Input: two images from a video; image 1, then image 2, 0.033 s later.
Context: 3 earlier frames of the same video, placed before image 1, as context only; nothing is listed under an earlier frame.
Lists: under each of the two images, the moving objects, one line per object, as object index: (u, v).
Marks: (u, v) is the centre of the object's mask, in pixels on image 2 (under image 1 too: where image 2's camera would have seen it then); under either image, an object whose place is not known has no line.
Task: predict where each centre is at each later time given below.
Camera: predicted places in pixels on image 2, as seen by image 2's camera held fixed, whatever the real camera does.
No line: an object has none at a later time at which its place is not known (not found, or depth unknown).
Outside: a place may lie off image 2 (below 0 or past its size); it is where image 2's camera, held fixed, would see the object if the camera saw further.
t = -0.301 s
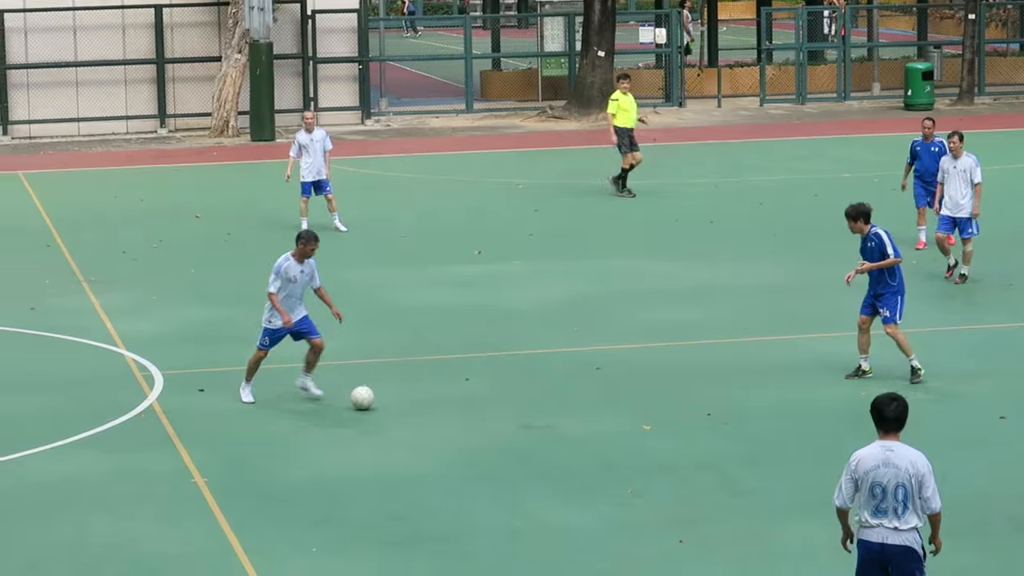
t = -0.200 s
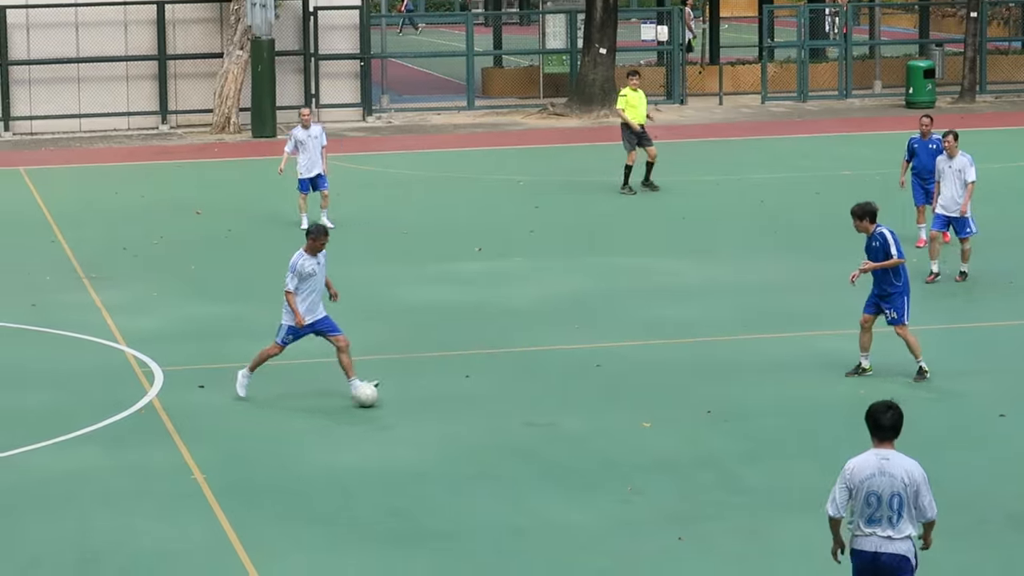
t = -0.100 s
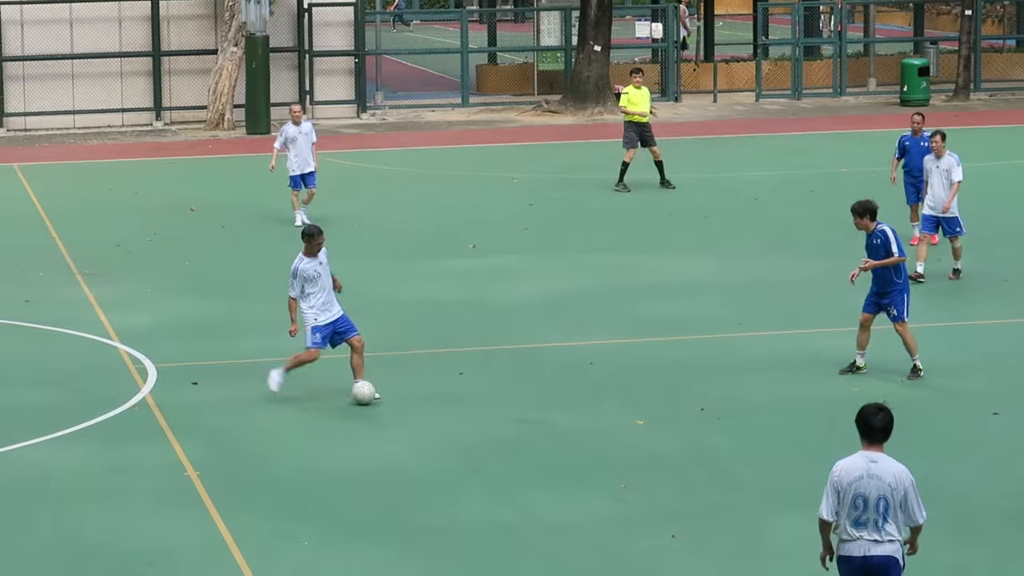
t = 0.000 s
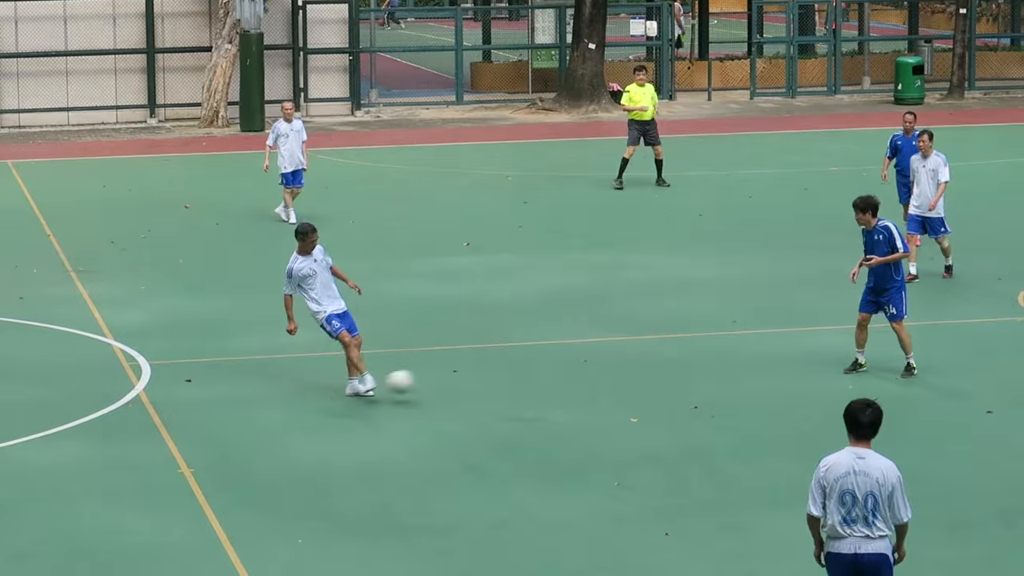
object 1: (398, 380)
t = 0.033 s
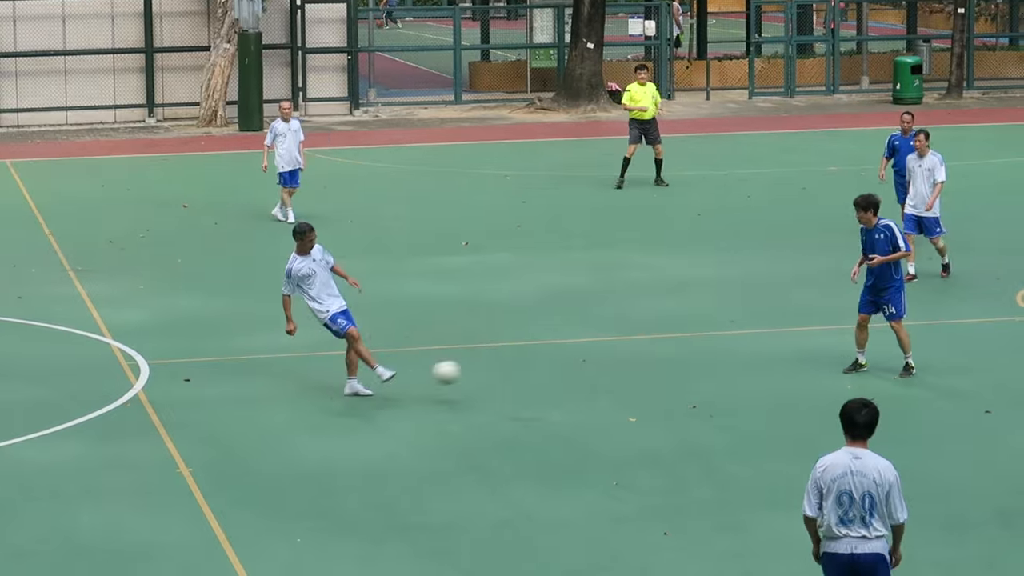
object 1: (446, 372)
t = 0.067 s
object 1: (495, 364)
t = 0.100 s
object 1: (542, 357)
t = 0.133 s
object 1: (591, 352)
